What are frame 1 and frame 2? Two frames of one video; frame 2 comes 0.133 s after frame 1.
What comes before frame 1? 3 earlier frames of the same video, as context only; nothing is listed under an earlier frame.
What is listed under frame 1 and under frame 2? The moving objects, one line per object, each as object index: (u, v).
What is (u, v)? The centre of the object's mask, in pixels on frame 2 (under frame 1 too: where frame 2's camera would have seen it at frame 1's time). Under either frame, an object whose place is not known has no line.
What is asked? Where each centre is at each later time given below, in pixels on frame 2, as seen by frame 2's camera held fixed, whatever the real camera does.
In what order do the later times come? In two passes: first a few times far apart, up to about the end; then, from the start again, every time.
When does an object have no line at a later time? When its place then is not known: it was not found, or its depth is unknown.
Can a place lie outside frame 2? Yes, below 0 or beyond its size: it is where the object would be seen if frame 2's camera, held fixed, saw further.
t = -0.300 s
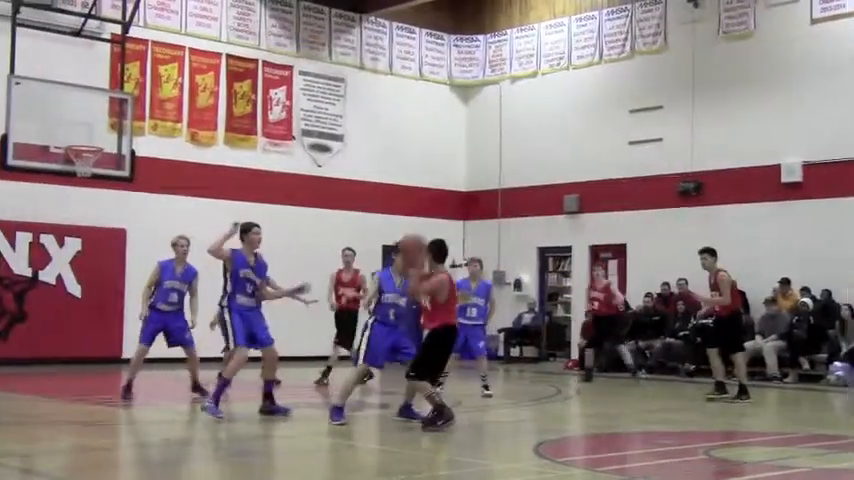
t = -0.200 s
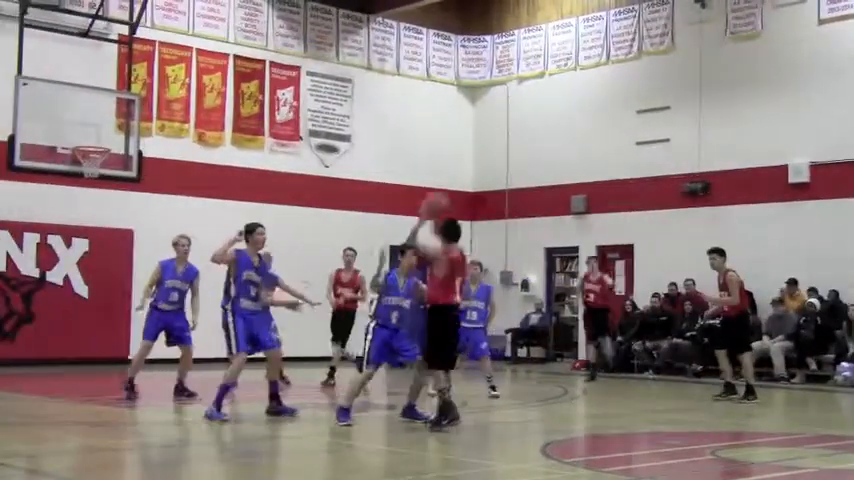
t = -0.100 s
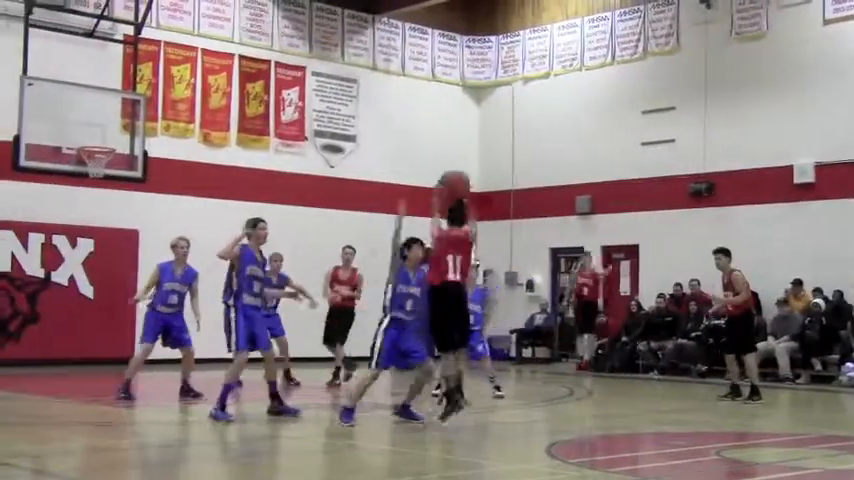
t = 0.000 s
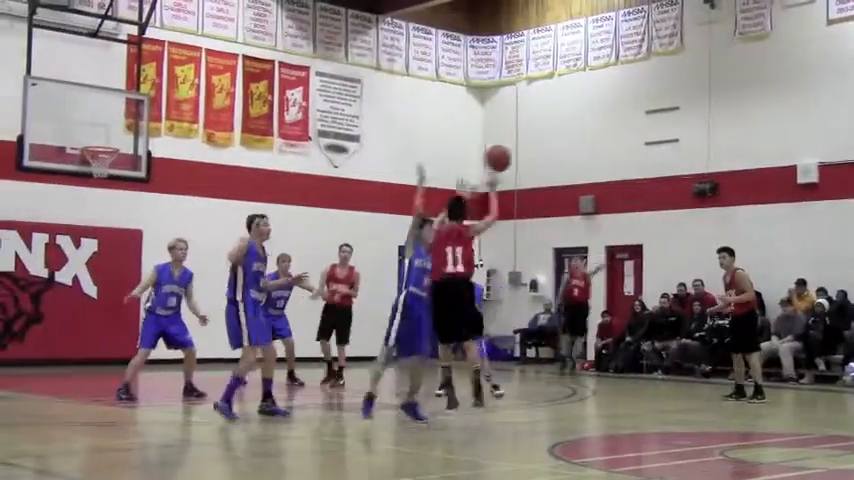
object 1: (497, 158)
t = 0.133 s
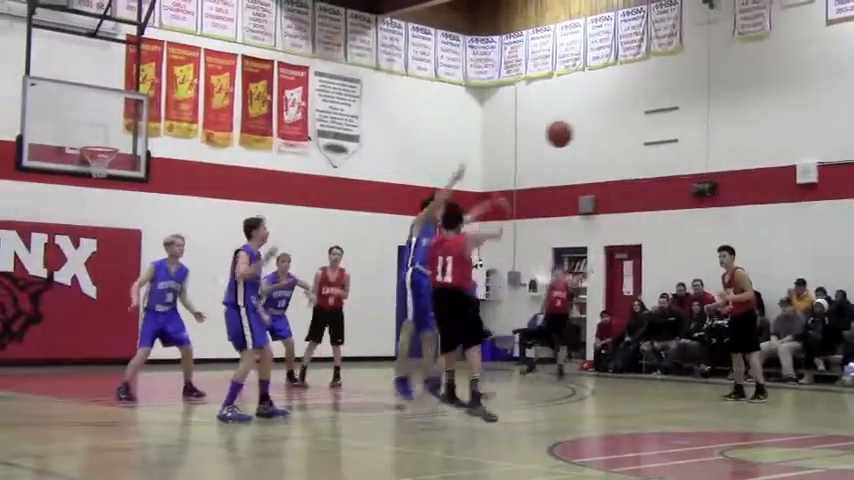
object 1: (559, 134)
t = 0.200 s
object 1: (587, 129)
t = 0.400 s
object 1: (664, 144)
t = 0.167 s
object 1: (573, 131)
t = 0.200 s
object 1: (587, 129)
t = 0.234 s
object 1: (601, 129)
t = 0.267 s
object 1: (614, 130)
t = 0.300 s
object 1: (627, 132)
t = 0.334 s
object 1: (640, 135)
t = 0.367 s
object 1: (652, 139)
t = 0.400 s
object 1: (664, 144)
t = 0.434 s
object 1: (676, 150)
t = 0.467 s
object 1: (688, 156)
